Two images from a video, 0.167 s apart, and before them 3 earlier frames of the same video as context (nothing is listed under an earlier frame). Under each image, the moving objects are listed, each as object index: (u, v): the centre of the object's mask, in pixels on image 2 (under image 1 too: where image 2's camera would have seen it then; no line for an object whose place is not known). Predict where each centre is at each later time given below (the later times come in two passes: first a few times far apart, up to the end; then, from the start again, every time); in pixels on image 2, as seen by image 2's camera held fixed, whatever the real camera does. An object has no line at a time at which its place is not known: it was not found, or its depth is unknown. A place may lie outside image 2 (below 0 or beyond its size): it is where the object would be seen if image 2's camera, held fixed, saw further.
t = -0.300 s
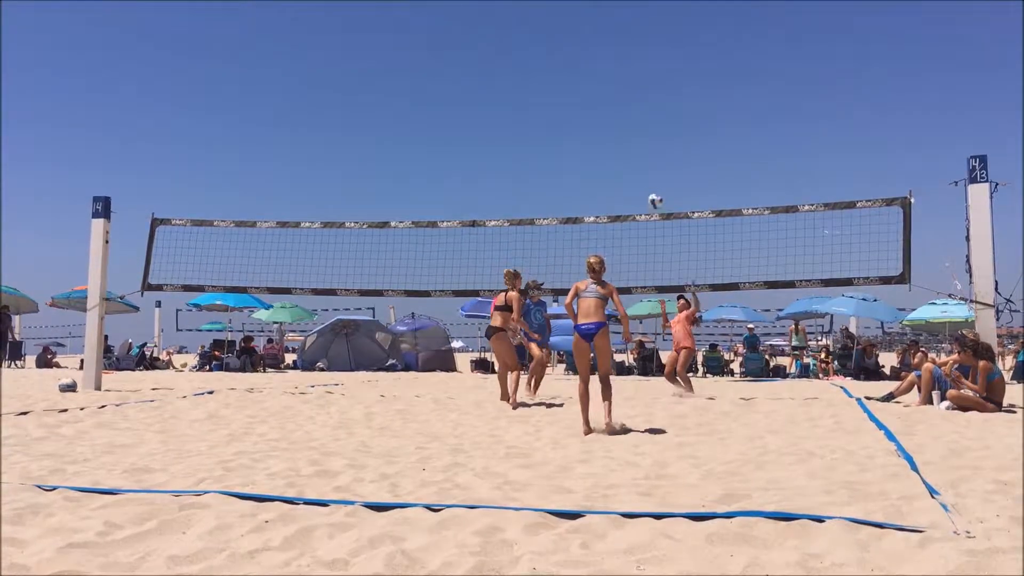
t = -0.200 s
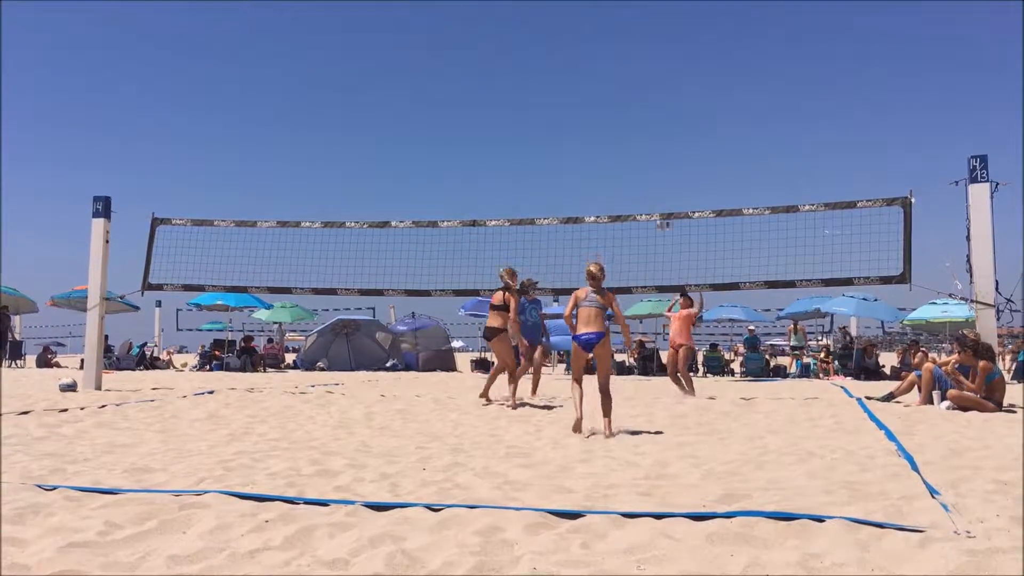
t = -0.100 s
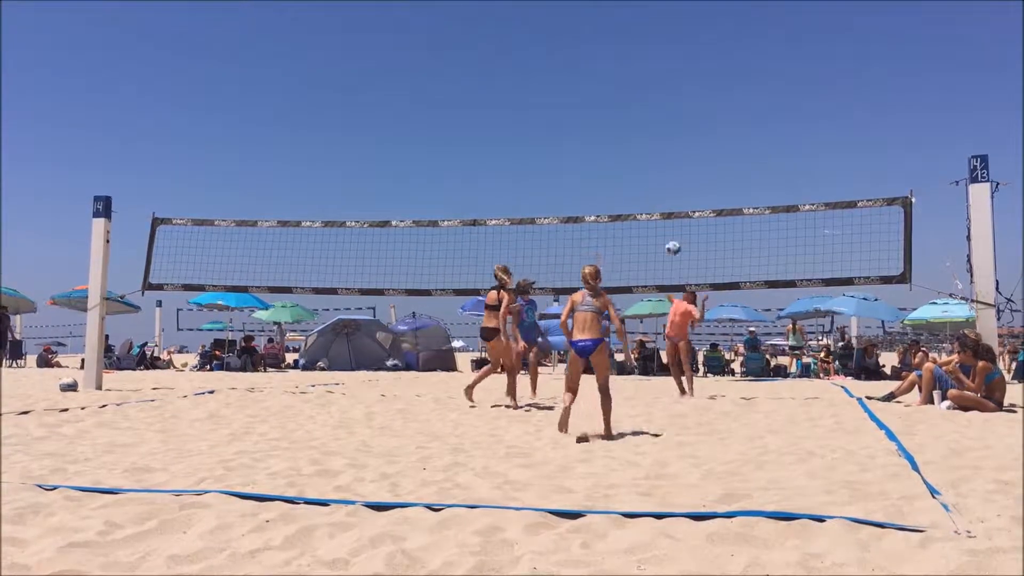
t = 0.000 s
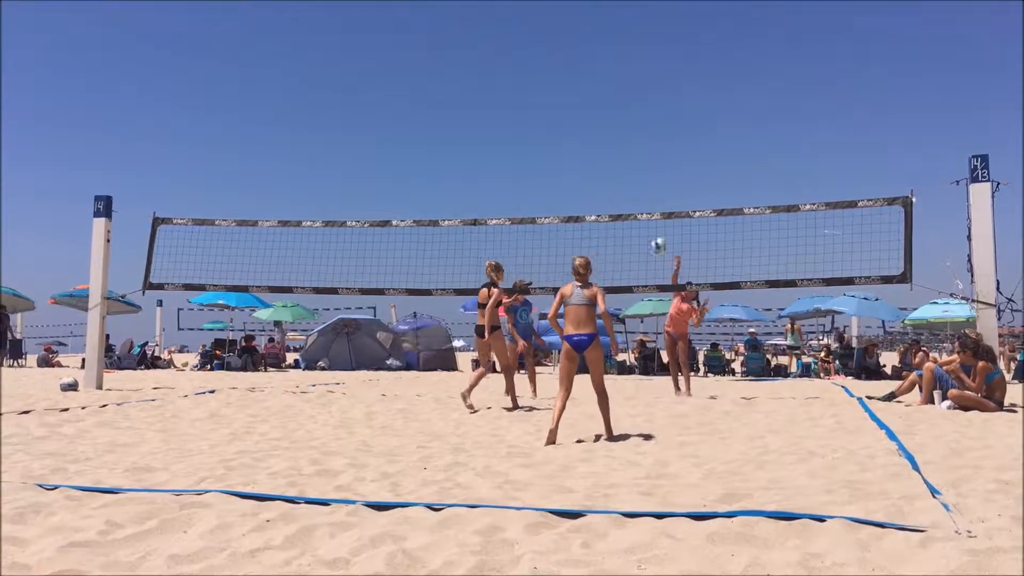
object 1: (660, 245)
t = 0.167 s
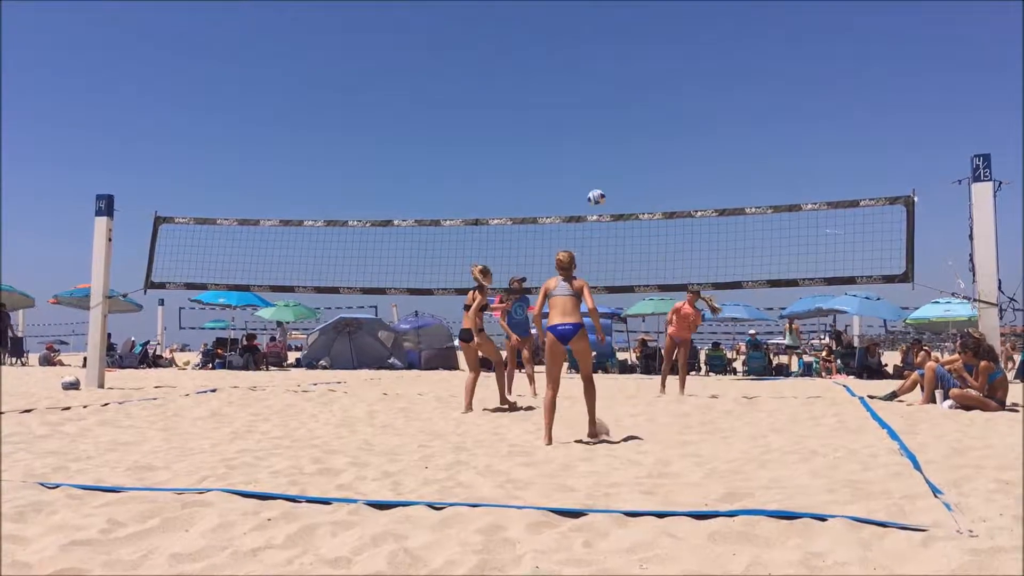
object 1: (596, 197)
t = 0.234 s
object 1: (568, 184)
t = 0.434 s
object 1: (470, 160)
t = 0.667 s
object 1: (321, 180)
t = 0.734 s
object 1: (268, 199)
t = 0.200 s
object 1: (582, 191)
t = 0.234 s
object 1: (568, 184)
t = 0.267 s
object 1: (553, 177)
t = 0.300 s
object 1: (537, 173)
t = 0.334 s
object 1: (521, 169)
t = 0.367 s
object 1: (505, 165)
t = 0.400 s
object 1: (488, 162)
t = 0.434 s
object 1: (470, 160)
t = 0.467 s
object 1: (452, 159)
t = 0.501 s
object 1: (432, 160)
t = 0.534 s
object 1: (412, 162)
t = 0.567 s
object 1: (391, 164)
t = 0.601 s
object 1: (369, 169)
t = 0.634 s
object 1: (345, 172)
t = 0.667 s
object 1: (321, 180)
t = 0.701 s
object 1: (295, 189)
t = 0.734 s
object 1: (268, 199)
